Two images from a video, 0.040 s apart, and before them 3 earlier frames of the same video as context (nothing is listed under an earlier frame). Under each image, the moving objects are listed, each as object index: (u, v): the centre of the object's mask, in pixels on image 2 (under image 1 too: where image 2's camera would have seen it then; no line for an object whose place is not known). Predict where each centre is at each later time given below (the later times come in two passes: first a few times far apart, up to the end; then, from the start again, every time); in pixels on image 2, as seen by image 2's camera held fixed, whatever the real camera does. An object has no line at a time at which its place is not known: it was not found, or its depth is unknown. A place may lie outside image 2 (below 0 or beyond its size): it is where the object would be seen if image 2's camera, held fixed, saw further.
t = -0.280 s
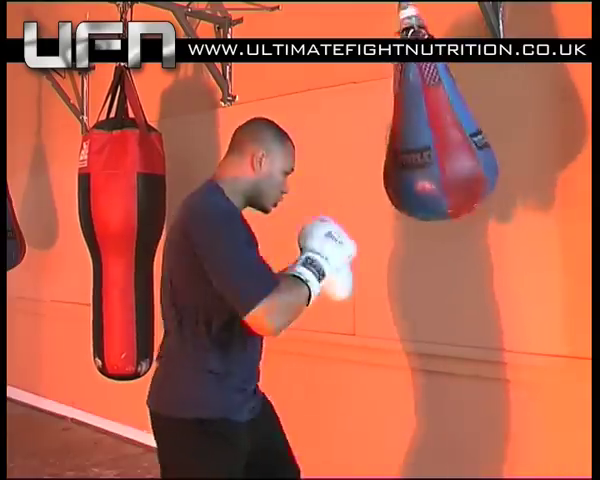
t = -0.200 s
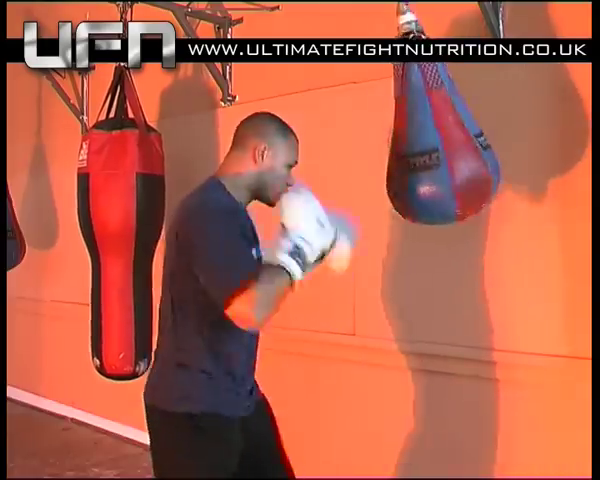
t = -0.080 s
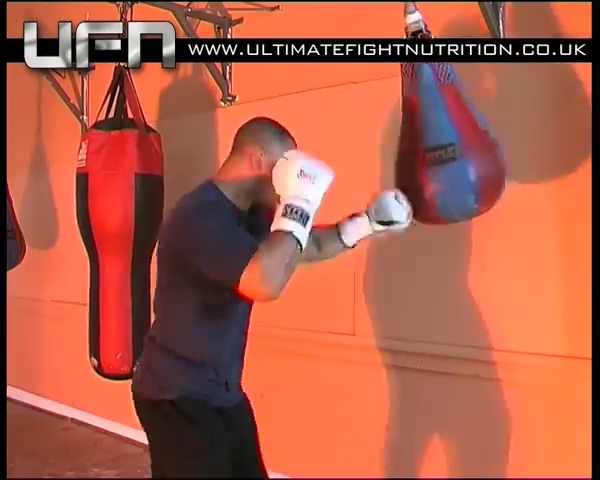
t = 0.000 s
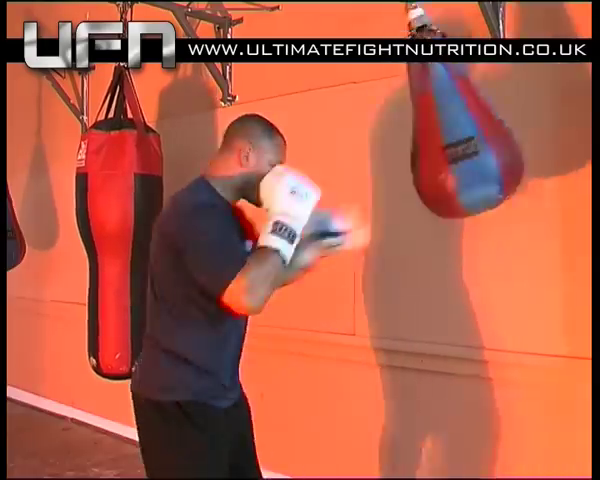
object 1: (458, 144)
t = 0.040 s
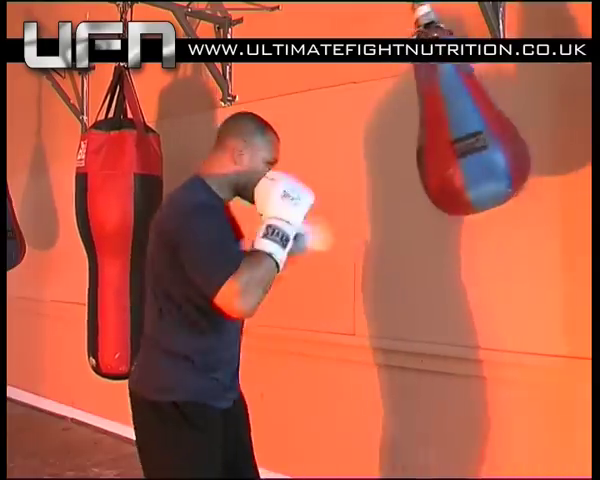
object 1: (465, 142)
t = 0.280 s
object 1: (476, 141)
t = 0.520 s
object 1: (440, 150)
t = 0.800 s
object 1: (356, 152)
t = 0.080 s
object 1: (472, 141)
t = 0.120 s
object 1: (476, 142)
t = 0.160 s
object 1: (479, 143)
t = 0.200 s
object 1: (480, 143)
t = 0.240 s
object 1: (478, 142)
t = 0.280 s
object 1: (476, 141)
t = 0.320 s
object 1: (472, 141)
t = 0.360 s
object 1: (468, 142)
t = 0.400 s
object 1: (463, 145)
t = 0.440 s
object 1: (457, 148)
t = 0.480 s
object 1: (449, 149)
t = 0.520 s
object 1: (440, 150)
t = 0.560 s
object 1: (429, 150)
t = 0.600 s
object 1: (418, 151)
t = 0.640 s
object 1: (405, 153)
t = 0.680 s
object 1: (393, 154)
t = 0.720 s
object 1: (380, 154)
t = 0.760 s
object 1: (368, 154)
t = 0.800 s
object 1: (356, 152)
